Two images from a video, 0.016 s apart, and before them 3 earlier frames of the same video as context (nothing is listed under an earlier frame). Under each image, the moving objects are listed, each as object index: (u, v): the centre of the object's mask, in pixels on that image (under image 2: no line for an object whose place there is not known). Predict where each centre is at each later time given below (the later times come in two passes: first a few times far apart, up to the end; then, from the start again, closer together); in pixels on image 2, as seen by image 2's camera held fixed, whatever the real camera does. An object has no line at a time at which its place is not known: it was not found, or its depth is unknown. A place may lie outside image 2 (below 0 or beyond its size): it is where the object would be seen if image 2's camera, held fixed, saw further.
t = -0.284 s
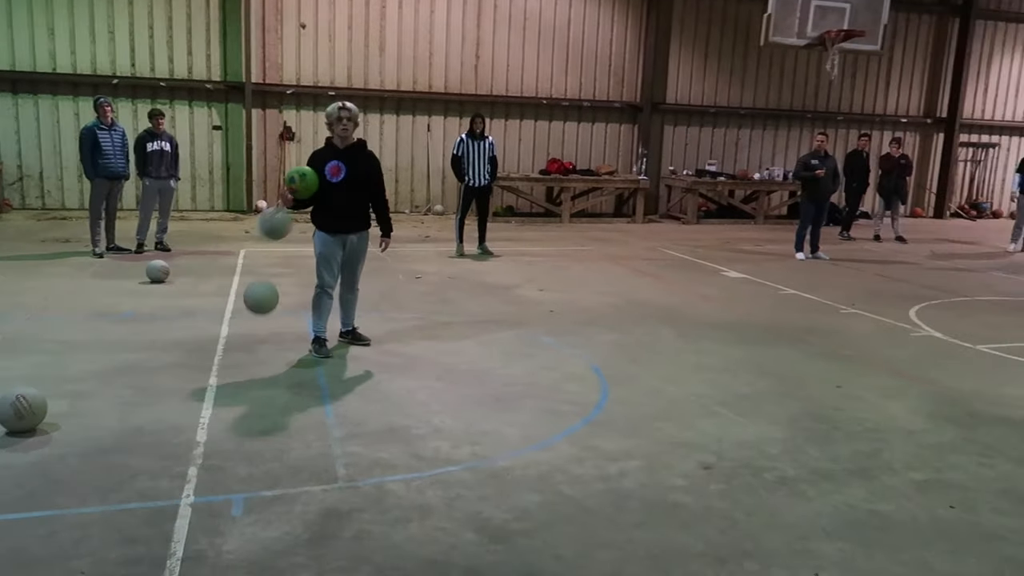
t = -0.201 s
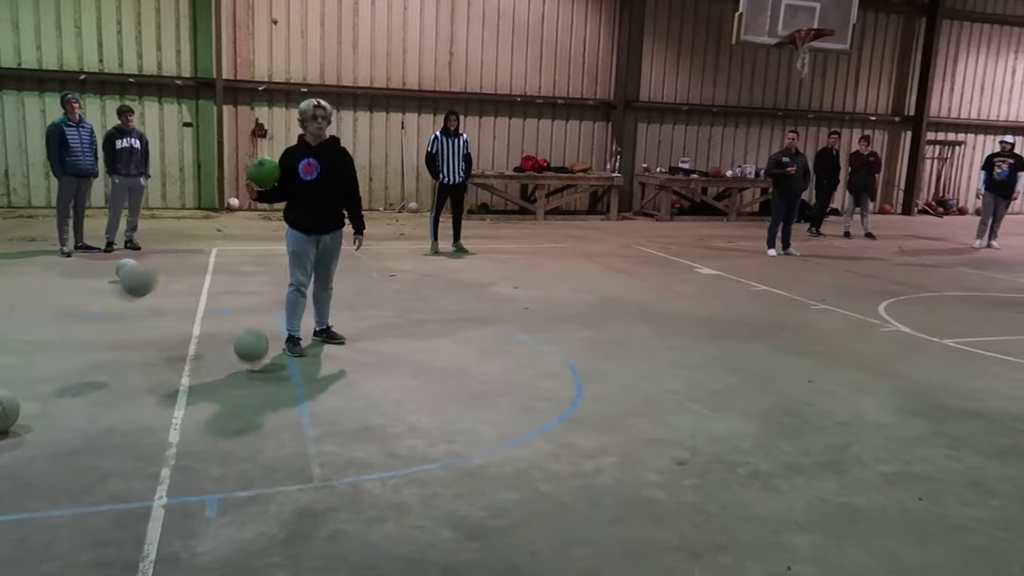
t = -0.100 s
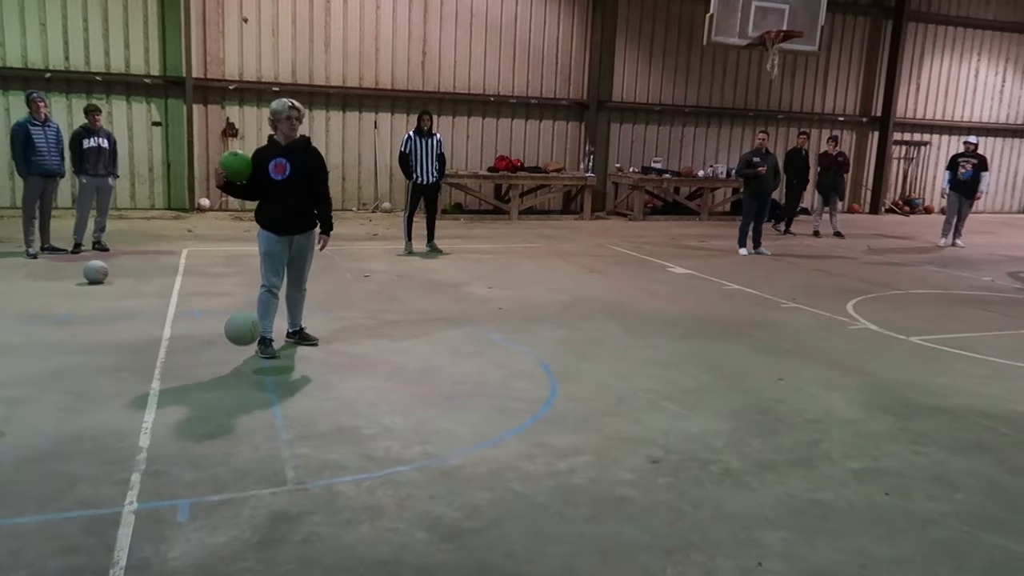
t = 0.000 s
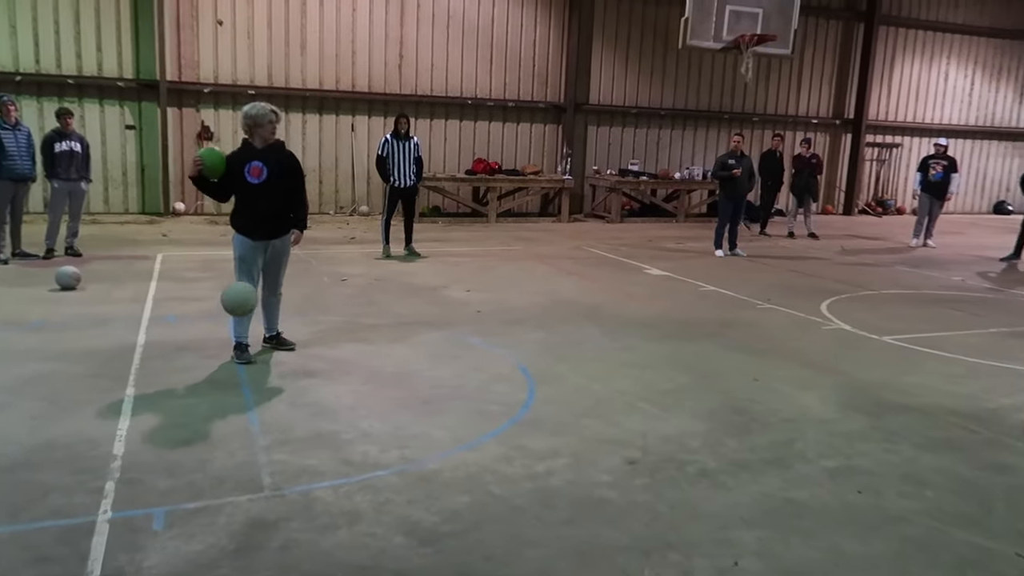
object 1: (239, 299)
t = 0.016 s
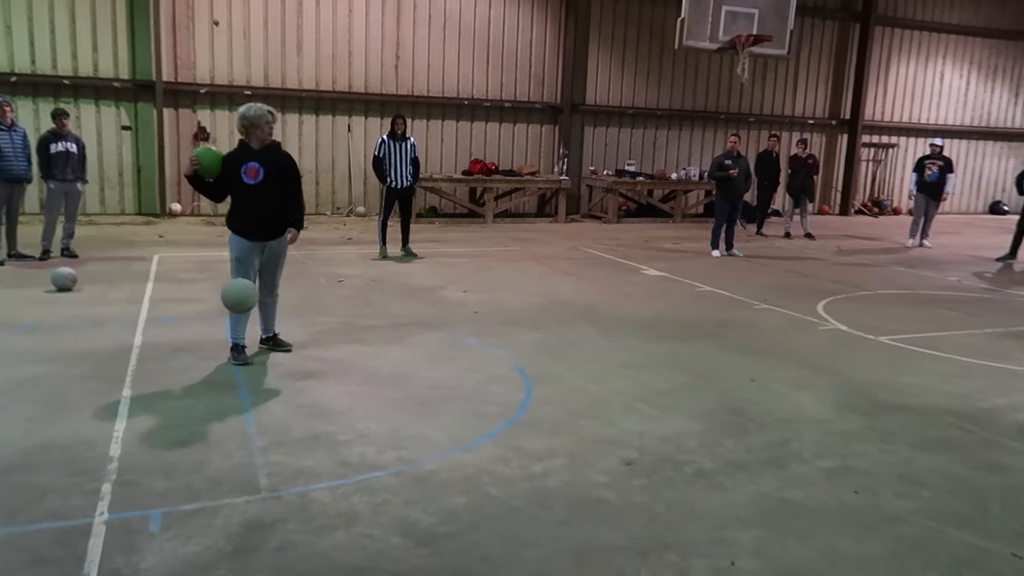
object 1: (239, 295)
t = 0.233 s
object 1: (287, 278)
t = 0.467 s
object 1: (338, 340)
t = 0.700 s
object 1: (387, 334)
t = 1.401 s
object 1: (529, 348)
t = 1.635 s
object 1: (573, 392)
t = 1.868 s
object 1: (623, 365)
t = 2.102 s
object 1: (666, 383)
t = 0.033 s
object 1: (243, 292)
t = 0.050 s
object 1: (246, 288)
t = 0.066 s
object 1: (251, 285)
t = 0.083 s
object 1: (253, 283)
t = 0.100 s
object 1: (257, 280)
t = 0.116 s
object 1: (261, 278)
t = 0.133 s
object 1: (265, 277)
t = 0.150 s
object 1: (269, 275)
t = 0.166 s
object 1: (273, 275)
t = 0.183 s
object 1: (276, 276)
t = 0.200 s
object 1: (279, 276)
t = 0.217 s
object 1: (283, 277)
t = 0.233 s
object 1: (287, 278)
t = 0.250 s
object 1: (291, 280)
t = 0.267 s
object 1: (295, 282)
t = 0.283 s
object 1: (298, 284)
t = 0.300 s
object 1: (301, 287)
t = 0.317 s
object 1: (305, 291)
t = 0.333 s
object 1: (309, 295)
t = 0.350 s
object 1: (312, 300)
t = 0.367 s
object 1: (316, 304)
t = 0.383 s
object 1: (319, 309)
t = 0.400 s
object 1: (323, 314)
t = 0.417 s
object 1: (326, 320)
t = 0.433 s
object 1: (330, 327)
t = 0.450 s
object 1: (334, 333)
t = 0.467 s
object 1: (338, 340)
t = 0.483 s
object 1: (341, 348)
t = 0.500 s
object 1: (345, 356)
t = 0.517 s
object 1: (349, 365)
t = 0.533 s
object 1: (353, 374)
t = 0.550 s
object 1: (357, 381)
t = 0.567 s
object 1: (359, 377)
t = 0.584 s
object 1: (363, 371)
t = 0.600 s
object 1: (366, 363)
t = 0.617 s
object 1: (370, 357)
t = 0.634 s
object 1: (373, 352)
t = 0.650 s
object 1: (377, 347)
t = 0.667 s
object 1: (380, 343)
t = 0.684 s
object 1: (383, 338)
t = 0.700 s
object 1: (387, 334)
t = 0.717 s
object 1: (390, 331)
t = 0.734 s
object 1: (394, 328)
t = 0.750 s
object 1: (397, 326)
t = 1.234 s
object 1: (495, 363)
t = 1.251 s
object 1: (498, 360)
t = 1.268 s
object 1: (502, 356)
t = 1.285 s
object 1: (505, 354)
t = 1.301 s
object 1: (509, 351)
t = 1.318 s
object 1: (512, 350)
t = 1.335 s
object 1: (516, 348)
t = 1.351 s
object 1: (519, 347)
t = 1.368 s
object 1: (522, 347)
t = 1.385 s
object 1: (525, 347)
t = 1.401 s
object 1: (529, 348)
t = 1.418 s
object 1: (533, 348)
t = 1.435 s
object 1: (536, 349)
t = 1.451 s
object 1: (539, 351)
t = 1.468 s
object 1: (542, 353)
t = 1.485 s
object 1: (545, 356)
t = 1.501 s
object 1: (548, 358)
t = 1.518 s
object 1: (551, 362)
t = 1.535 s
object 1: (555, 365)
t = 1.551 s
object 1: (558, 369)
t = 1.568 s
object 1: (561, 374)
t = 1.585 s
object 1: (564, 379)
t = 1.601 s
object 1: (567, 384)
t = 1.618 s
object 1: (570, 390)
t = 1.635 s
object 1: (573, 392)
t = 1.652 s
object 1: (577, 388)
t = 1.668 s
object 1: (581, 383)
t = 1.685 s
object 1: (584, 379)
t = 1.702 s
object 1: (587, 376)
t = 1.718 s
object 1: (591, 373)
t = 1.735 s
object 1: (595, 370)
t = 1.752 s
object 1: (598, 368)
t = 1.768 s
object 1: (602, 366)
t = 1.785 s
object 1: (605, 365)
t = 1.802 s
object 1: (609, 364)
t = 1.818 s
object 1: (612, 364)
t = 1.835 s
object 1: (616, 364)
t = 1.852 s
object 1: (619, 365)
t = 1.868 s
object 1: (623, 365)
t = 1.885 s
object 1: (626, 367)
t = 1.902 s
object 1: (629, 369)
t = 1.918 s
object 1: (632, 371)
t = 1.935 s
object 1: (635, 374)
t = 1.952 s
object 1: (638, 376)
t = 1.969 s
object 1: (641, 380)
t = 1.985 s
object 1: (644, 384)
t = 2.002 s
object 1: (648, 389)
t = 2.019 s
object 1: (650, 393)
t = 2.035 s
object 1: (653, 396)
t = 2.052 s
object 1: (656, 393)
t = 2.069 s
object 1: (660, 390)
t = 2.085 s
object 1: (663, 386)
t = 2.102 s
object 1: (666, 383)
